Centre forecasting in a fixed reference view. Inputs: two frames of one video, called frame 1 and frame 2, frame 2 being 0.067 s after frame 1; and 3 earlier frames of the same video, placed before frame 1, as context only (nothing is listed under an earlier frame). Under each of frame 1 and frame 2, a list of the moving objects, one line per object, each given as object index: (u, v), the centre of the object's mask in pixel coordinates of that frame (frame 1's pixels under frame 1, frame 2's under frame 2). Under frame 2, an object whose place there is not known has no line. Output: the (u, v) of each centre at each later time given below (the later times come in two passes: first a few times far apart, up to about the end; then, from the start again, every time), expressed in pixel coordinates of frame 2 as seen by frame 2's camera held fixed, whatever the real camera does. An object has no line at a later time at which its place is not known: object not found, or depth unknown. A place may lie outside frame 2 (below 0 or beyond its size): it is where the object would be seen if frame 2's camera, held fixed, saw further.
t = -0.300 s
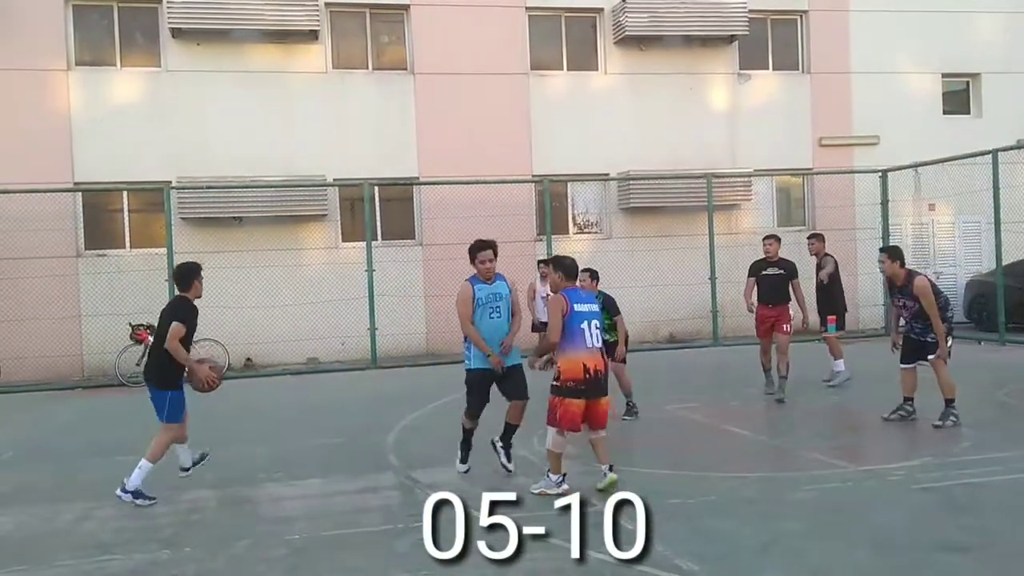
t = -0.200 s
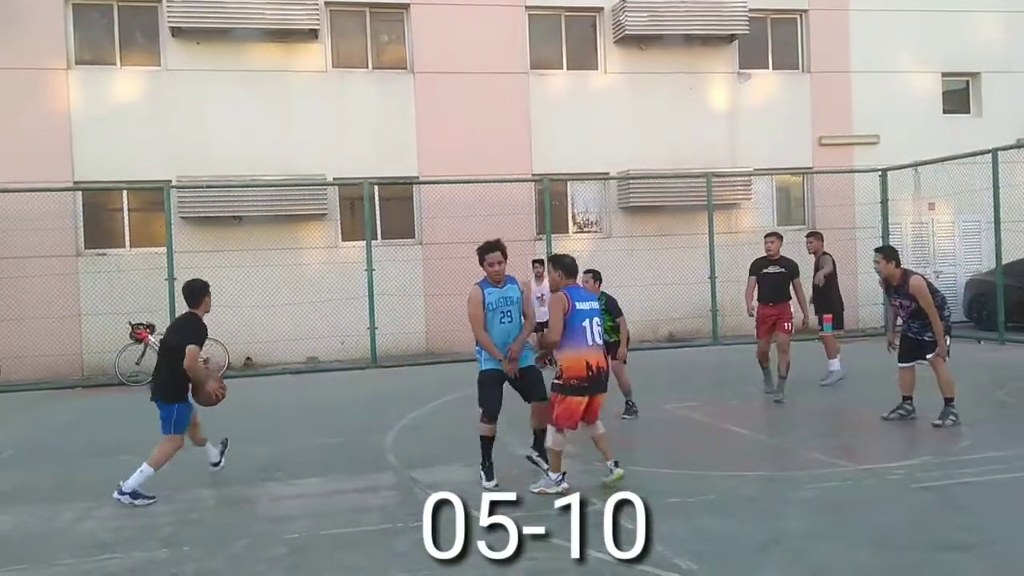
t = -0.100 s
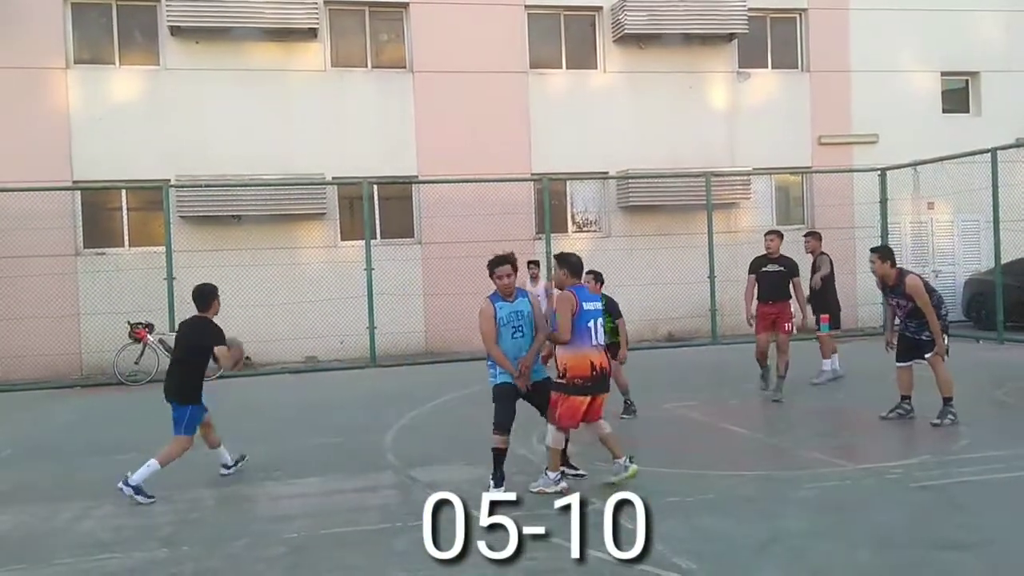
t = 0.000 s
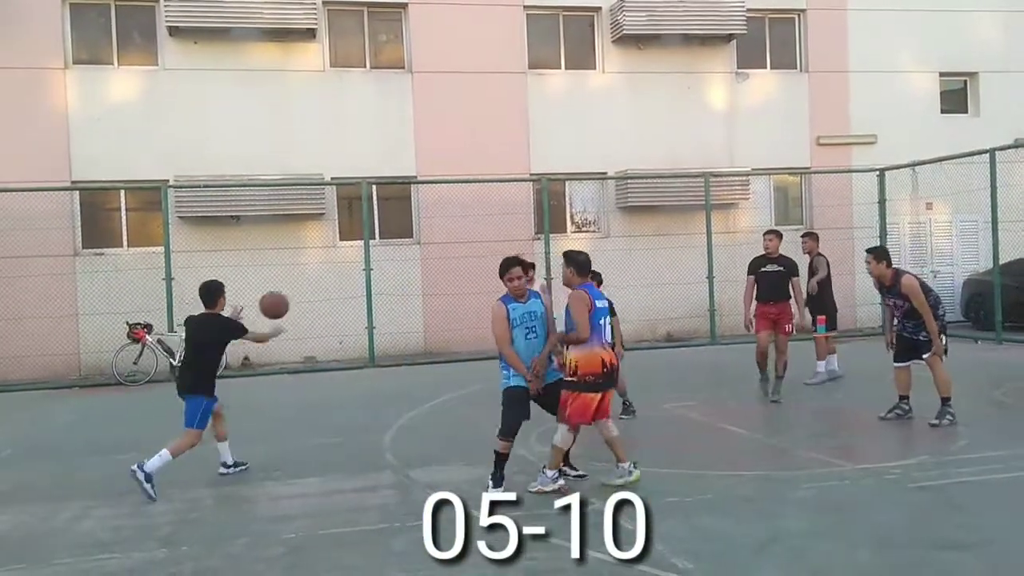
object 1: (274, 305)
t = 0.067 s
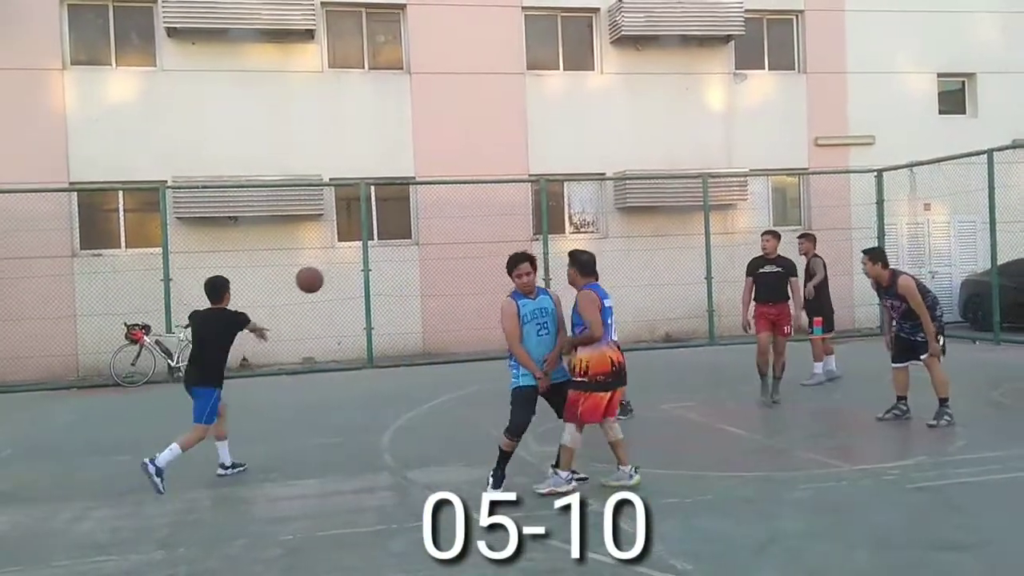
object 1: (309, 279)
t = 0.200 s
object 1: (371, 249)
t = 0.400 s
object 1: (439, 238)
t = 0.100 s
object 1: (326, 269)
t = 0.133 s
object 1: (342, 261)
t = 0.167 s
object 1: (357, 253)
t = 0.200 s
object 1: (371, 249)
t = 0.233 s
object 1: (384, 242)
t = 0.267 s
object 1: (396, 240)
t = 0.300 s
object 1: (408, 238)
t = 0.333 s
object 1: (419, 237)
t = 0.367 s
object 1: (429, 237)
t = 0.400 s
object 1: (439, 238)
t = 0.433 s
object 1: (449, 239)
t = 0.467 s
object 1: (457, 241)
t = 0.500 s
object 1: (466, 244)
